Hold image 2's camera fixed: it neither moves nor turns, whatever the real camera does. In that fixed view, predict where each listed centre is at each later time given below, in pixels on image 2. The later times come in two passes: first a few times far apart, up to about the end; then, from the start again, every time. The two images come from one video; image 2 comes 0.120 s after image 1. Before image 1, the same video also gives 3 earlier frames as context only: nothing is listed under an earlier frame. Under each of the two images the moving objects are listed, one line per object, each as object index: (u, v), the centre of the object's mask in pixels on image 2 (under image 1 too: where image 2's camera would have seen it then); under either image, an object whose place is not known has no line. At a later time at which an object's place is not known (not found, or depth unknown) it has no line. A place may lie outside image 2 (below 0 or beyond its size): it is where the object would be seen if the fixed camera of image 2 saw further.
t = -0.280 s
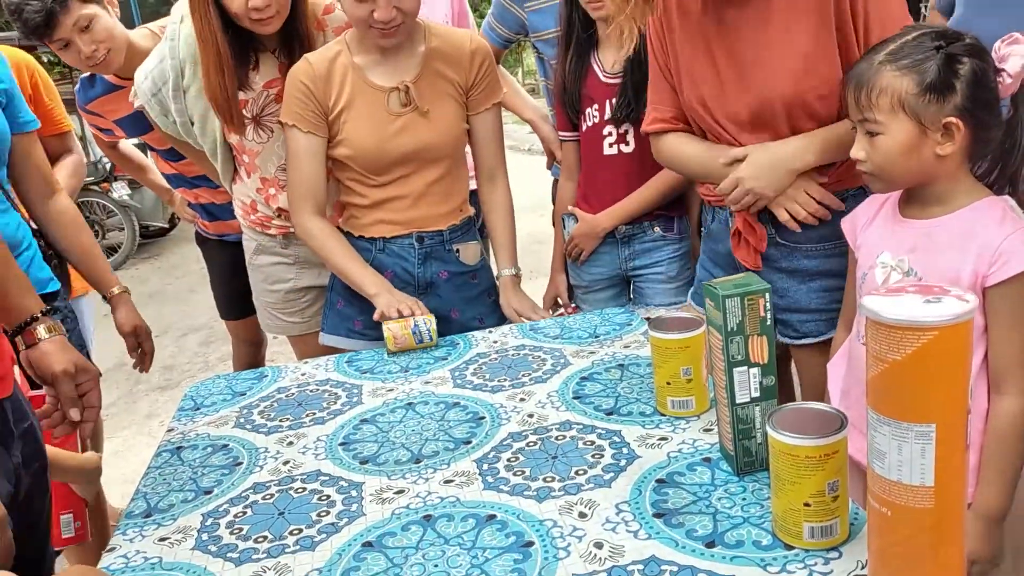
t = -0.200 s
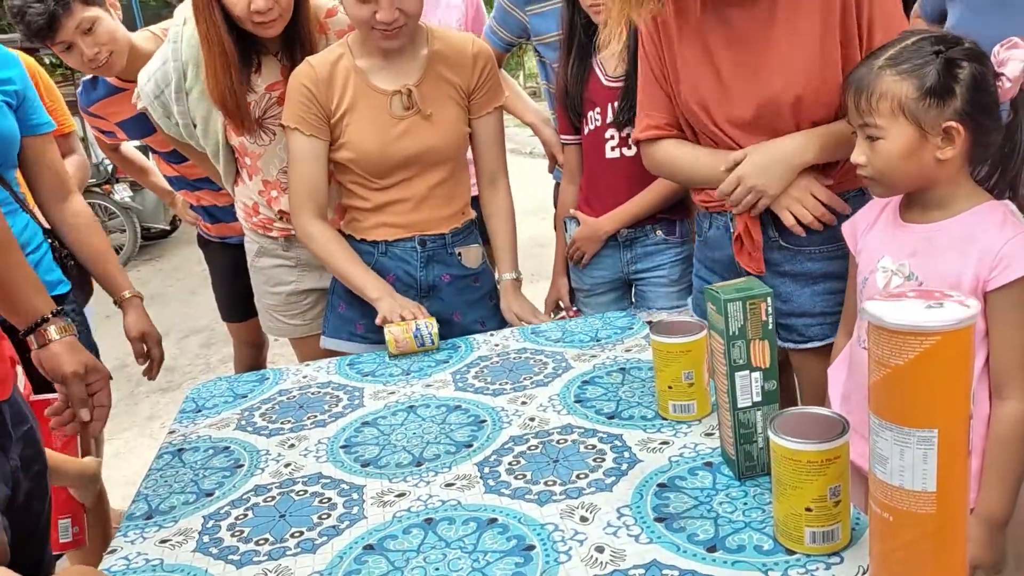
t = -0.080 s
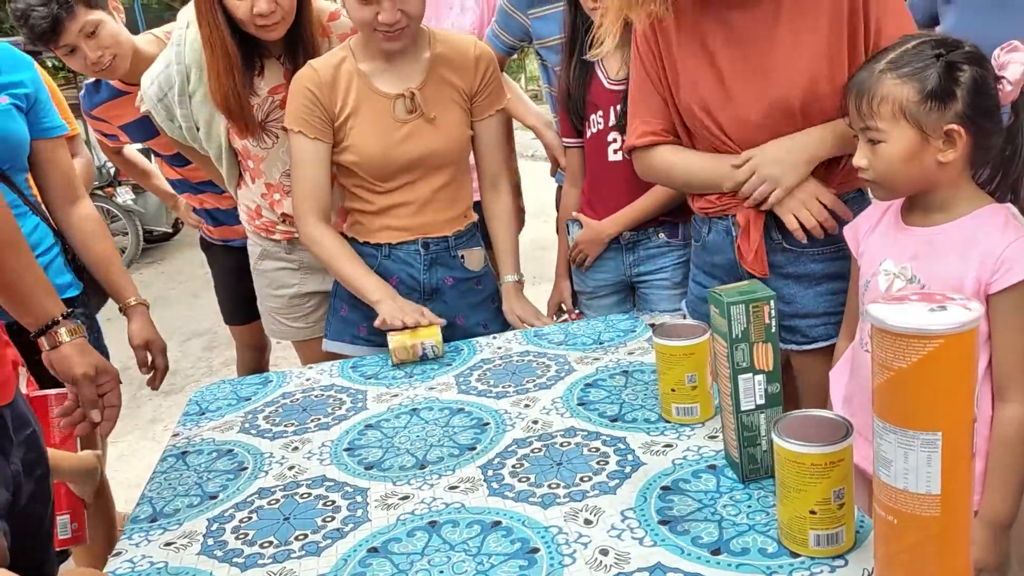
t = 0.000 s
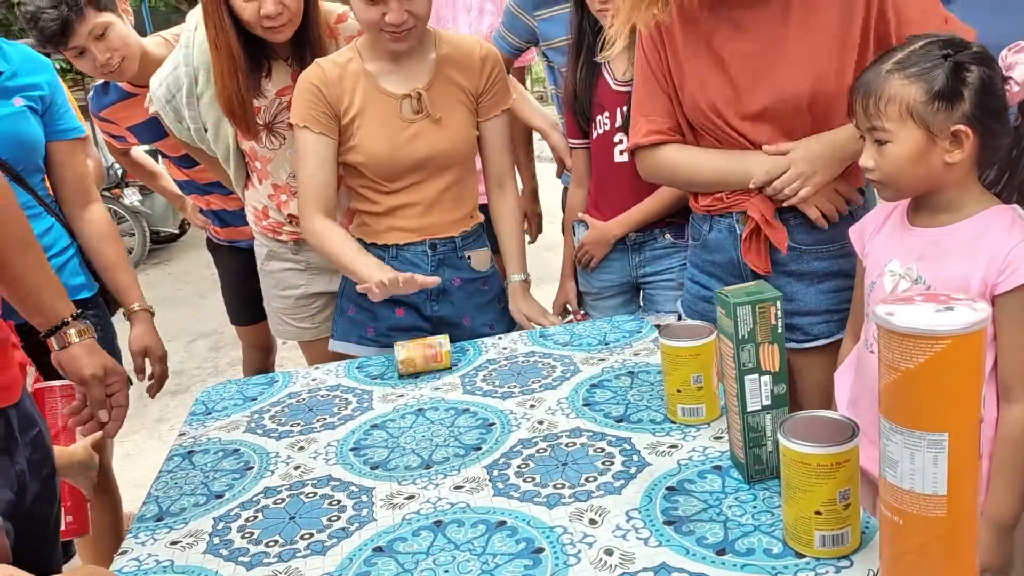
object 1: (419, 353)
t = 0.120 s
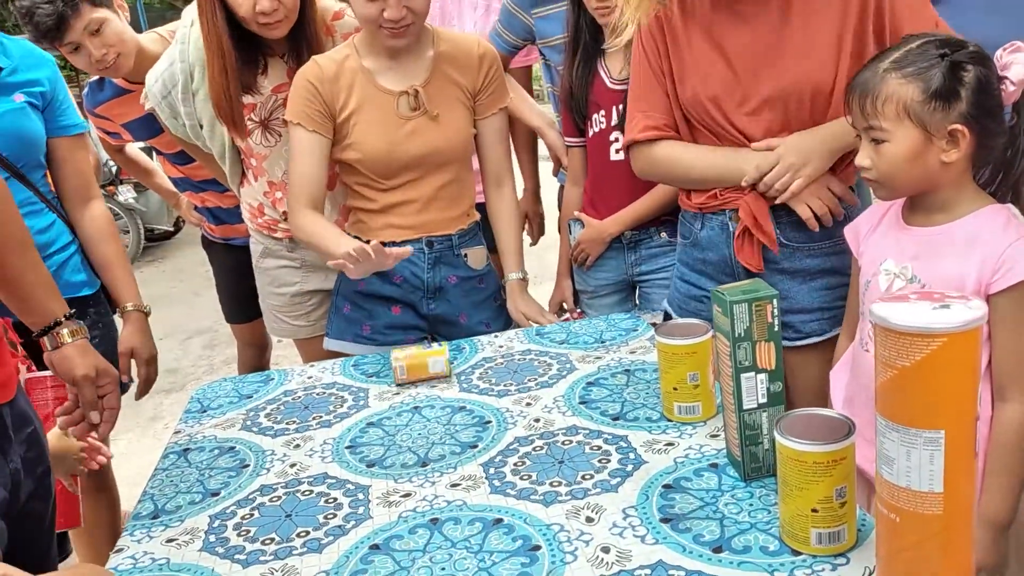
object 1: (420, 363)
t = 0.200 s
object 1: (423, 374)
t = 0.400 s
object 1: (426, 397)
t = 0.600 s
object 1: (429, 422)
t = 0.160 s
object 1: (421, 367)
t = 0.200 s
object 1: (423, 374)
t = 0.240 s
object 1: (424, 377)
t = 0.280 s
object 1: (423, 380)
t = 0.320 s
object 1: (424, 385)
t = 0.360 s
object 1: (425, 389)
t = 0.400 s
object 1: (426, 397)
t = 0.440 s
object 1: (426, 401)
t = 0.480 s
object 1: (426, 404)
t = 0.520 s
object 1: (427, 407)
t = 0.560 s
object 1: (428, 412)
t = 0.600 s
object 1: (429, 422)
